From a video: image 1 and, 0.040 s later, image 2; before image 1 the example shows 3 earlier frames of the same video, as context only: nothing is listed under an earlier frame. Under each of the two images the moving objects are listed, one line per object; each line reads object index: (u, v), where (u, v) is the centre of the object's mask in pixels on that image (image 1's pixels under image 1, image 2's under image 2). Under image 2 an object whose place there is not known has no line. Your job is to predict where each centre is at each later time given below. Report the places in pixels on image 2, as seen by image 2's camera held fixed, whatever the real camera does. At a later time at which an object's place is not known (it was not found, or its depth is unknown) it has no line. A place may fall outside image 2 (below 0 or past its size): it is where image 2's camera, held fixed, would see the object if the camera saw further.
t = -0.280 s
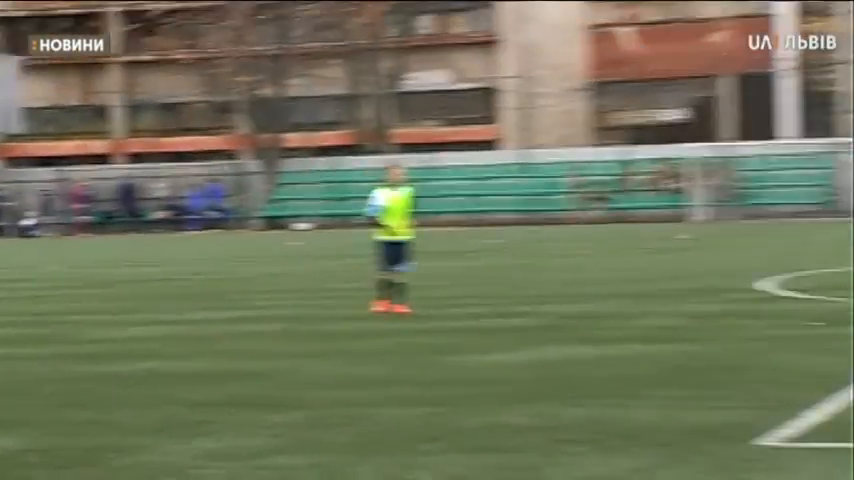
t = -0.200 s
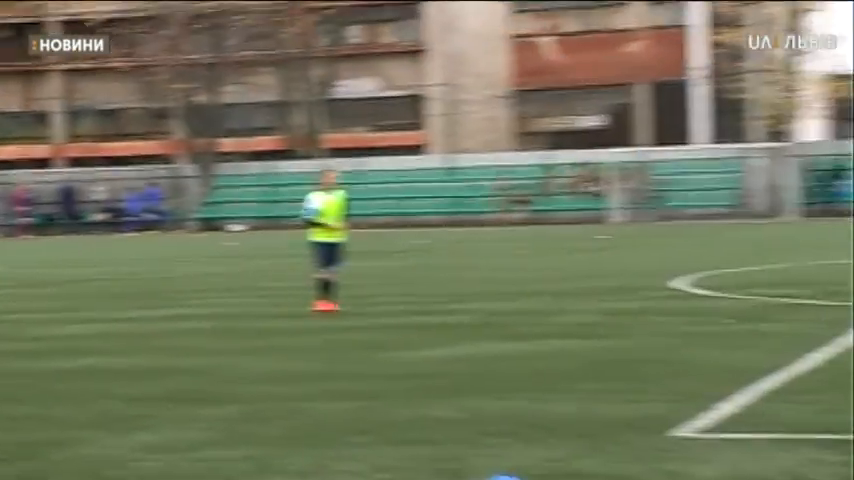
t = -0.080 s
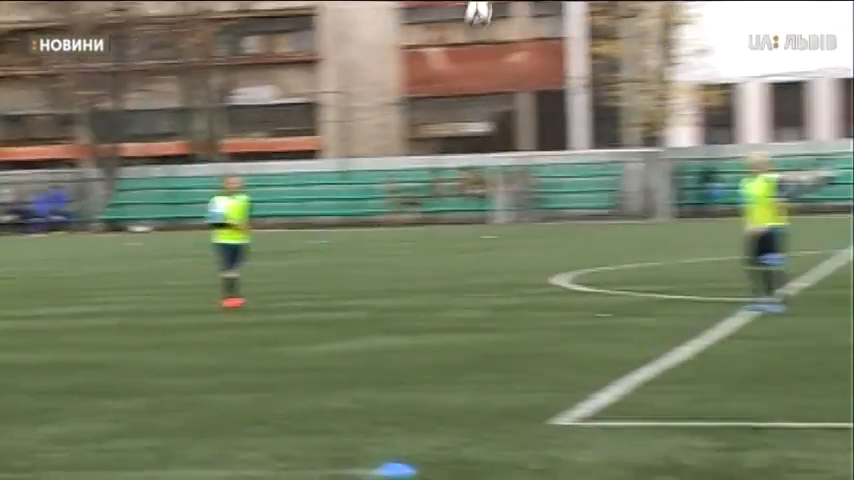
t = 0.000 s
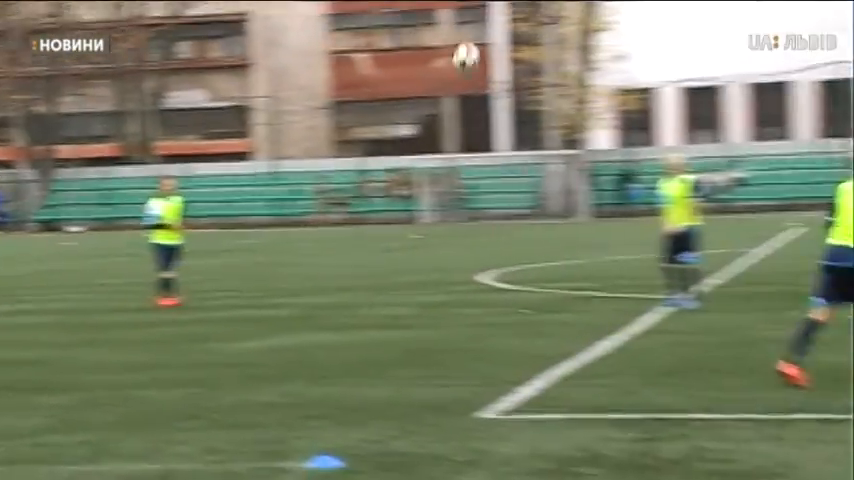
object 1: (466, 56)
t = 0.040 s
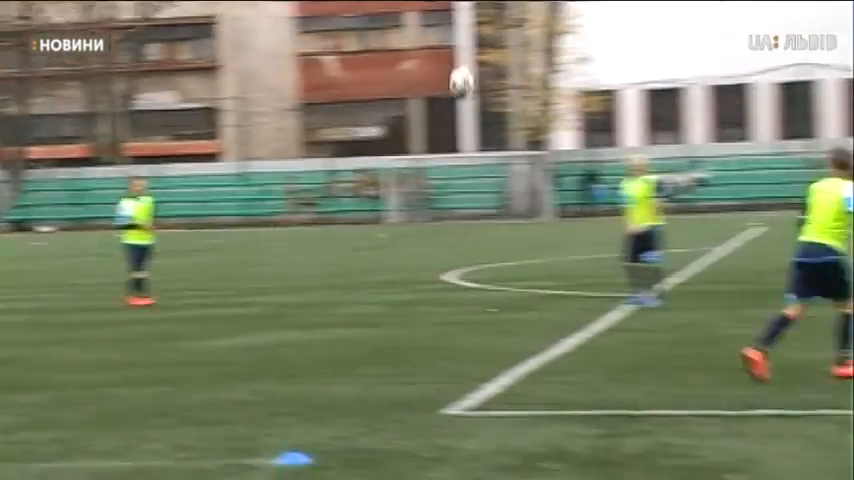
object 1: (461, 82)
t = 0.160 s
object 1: (551, 163)
